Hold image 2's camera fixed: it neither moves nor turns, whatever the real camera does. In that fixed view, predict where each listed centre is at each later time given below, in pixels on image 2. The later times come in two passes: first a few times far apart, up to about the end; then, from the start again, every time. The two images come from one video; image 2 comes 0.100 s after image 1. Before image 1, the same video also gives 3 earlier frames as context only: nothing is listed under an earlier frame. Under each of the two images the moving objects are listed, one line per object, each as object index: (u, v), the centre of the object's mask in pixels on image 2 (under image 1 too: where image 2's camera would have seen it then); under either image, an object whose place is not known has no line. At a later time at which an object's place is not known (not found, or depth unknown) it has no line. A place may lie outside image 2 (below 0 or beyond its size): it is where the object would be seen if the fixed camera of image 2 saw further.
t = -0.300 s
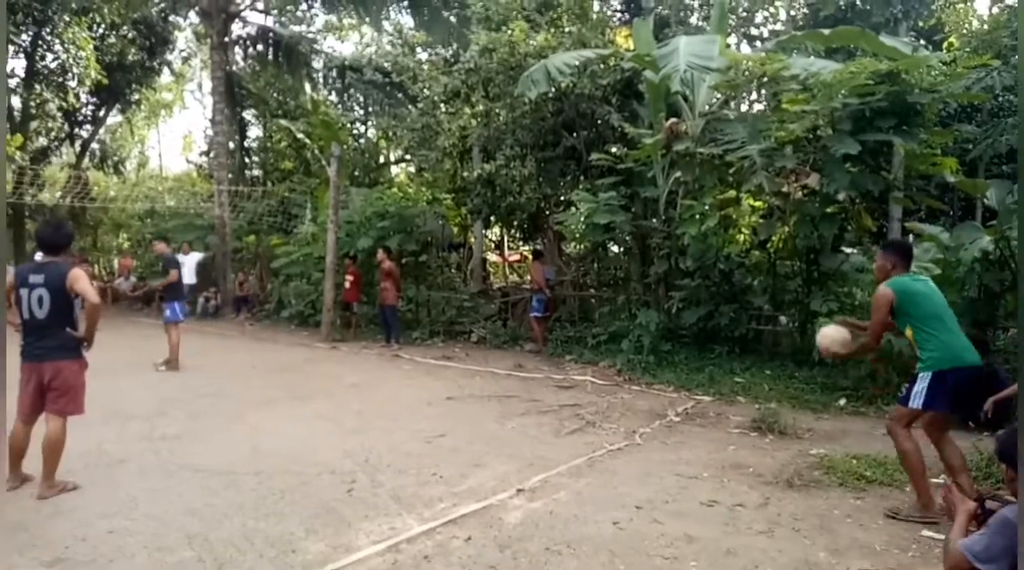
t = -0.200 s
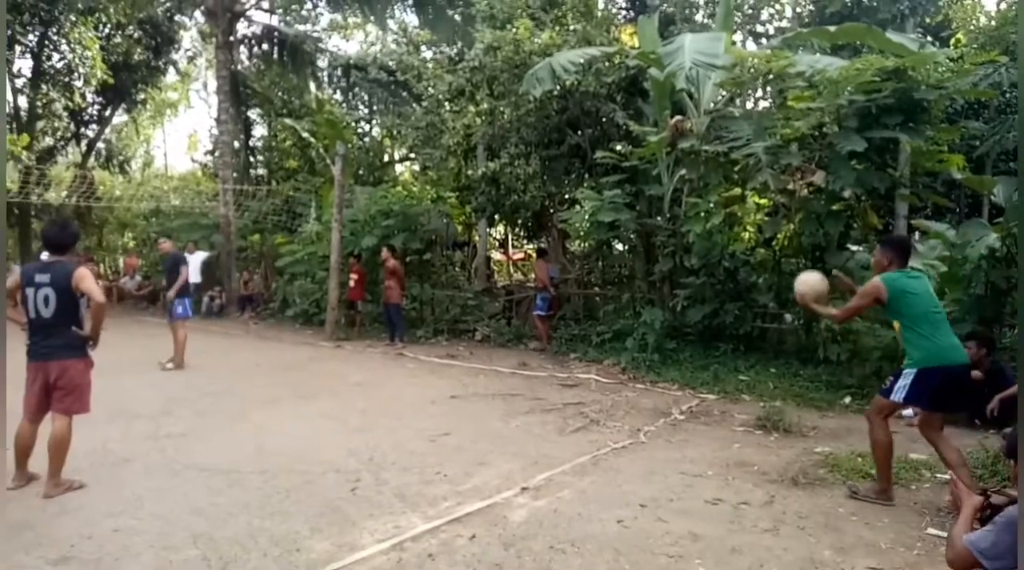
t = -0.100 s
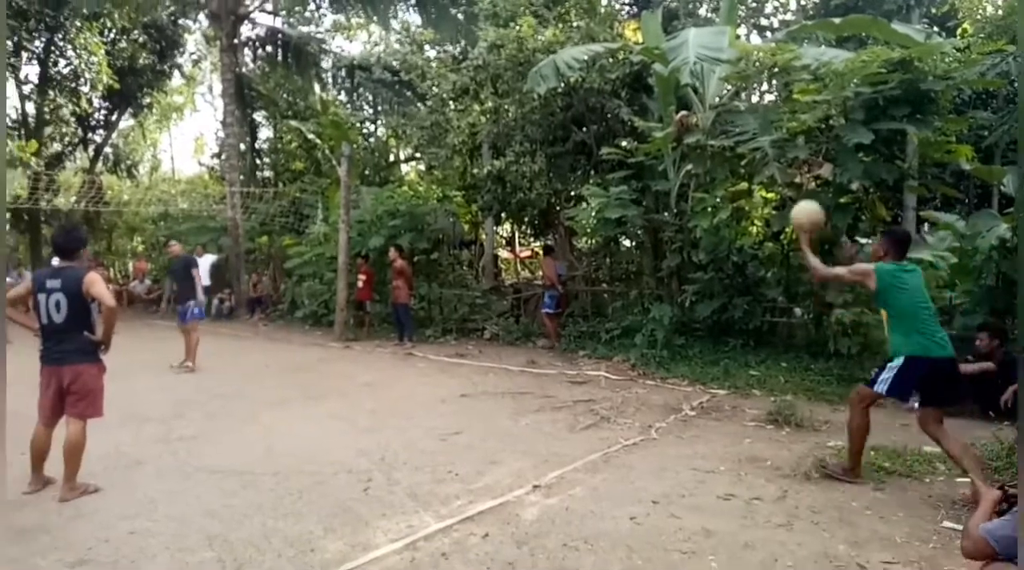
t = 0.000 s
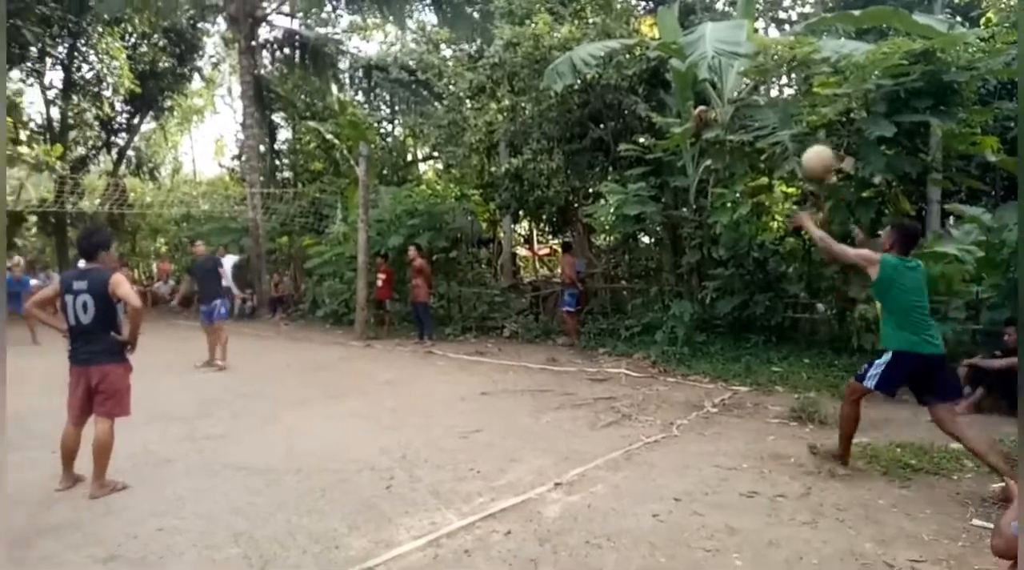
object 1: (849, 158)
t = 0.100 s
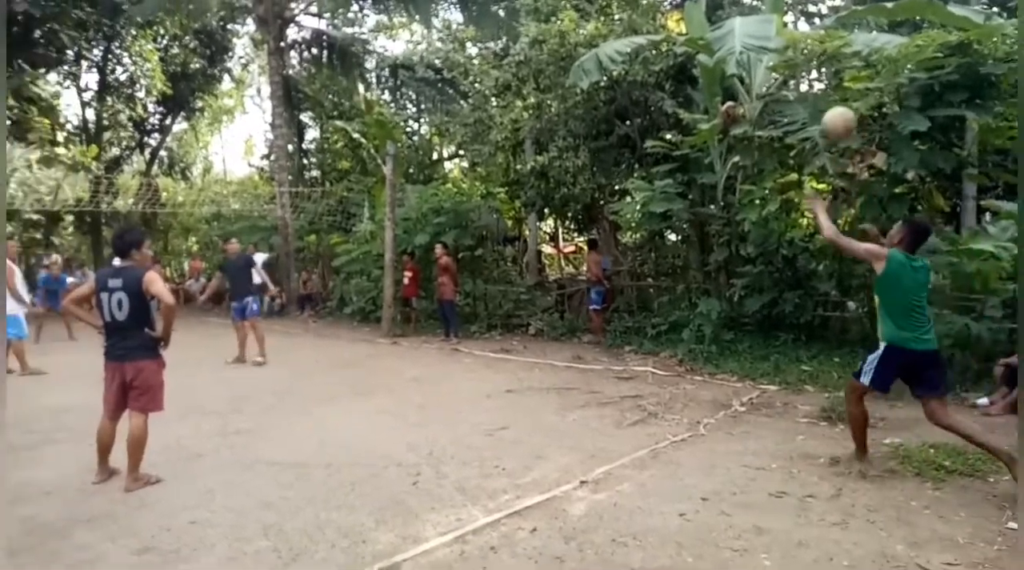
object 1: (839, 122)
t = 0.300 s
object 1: (821, 102)
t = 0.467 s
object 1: (807, 126)
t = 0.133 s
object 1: (836, 115)
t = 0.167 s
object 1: (832, 108)
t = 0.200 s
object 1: (830, 103)
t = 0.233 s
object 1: (826, 101)
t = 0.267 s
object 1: (824, 101)
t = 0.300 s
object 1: (821, 102)
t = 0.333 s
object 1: (818, 103)
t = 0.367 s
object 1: (816, 106)
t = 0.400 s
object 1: (813, 110)
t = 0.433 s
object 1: (810, 117)
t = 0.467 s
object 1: (807, 126)
